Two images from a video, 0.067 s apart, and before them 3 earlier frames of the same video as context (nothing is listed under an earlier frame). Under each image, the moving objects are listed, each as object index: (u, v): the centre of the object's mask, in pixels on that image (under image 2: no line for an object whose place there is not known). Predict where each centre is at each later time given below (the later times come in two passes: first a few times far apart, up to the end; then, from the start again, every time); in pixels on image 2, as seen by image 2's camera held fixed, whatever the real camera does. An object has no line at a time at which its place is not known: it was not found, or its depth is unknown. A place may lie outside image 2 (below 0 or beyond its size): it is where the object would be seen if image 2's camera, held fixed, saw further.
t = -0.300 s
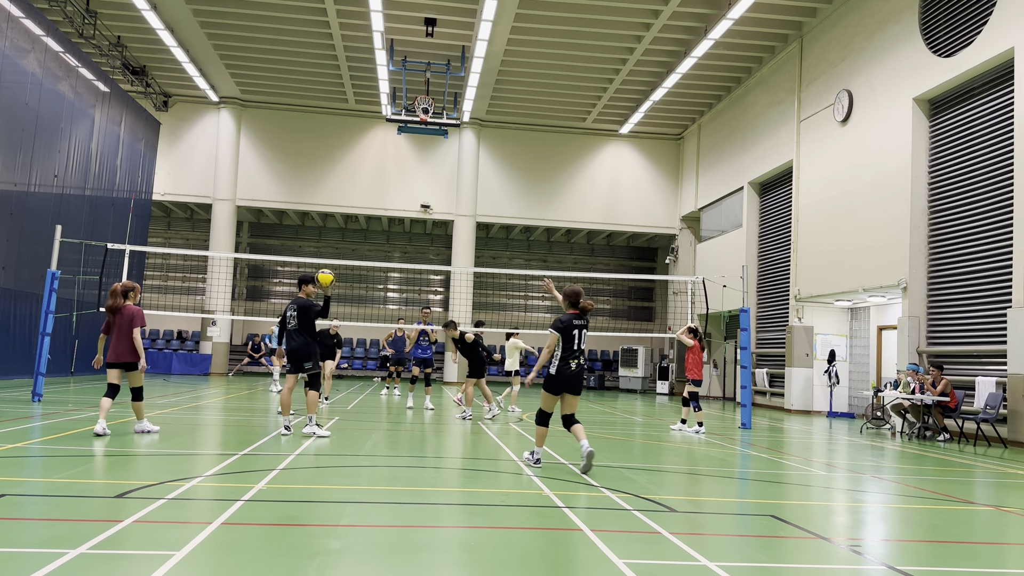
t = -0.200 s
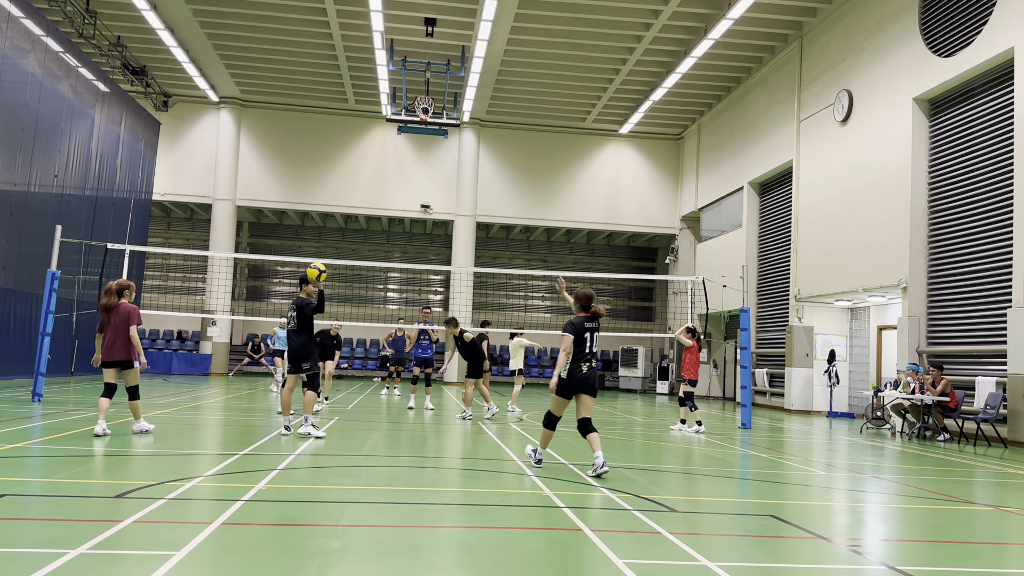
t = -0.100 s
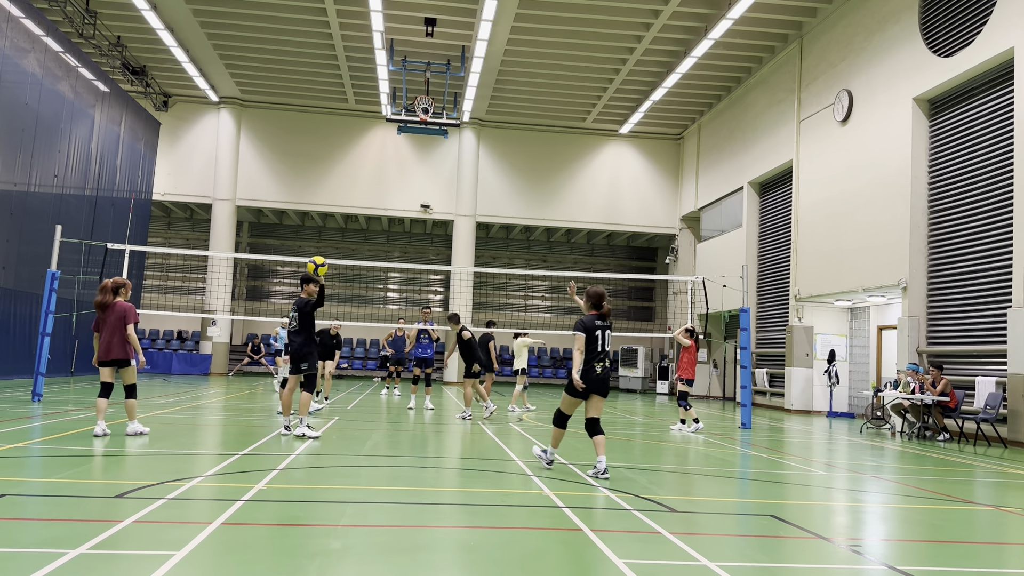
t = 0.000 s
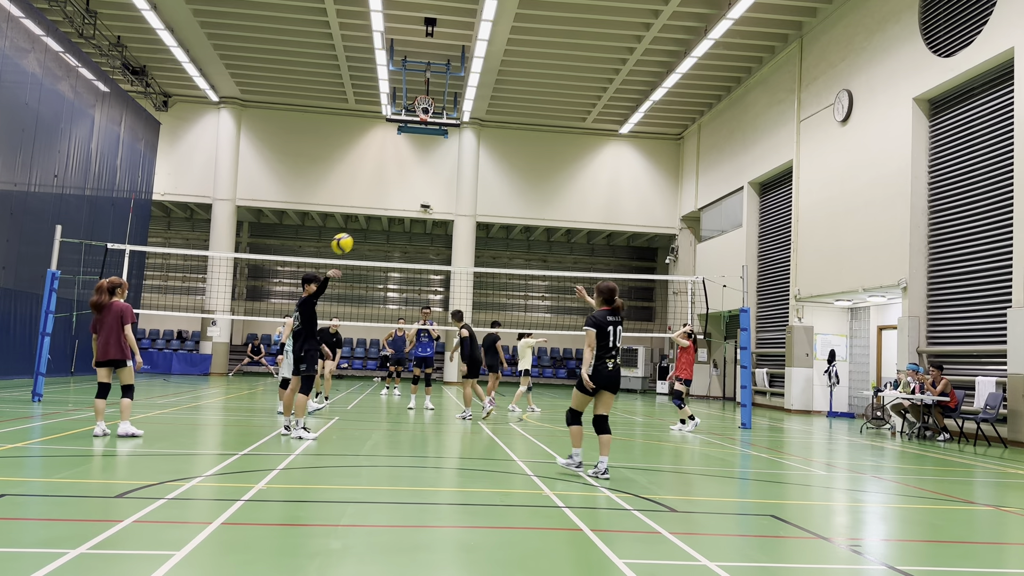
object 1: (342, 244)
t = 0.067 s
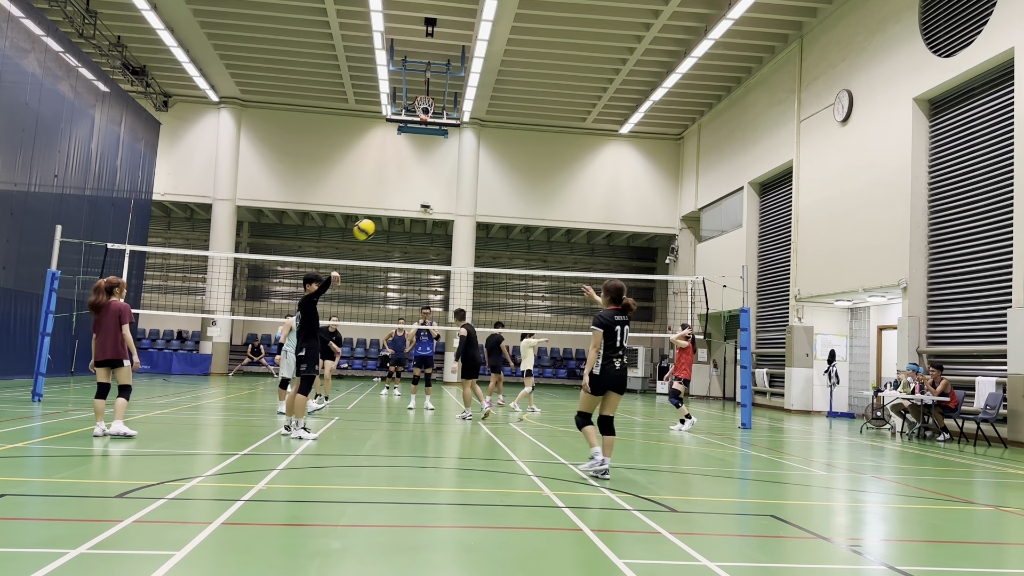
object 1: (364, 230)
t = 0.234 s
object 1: (423, 212)
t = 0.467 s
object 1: (511, 233)
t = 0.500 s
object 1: (525, 240)
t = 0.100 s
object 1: (376, 224)
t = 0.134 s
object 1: (387, 220)
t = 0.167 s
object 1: (398, 217)
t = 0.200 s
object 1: (410, 214)
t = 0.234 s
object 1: (423, 212)
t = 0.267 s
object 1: (434, 211)
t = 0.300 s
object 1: (447, 212)
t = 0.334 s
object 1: (459, 213)
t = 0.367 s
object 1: (472, 216)
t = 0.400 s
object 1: (485, 221)
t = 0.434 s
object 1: (498, 226)
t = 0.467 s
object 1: (511, 233)
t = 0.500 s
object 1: (525, 240)
